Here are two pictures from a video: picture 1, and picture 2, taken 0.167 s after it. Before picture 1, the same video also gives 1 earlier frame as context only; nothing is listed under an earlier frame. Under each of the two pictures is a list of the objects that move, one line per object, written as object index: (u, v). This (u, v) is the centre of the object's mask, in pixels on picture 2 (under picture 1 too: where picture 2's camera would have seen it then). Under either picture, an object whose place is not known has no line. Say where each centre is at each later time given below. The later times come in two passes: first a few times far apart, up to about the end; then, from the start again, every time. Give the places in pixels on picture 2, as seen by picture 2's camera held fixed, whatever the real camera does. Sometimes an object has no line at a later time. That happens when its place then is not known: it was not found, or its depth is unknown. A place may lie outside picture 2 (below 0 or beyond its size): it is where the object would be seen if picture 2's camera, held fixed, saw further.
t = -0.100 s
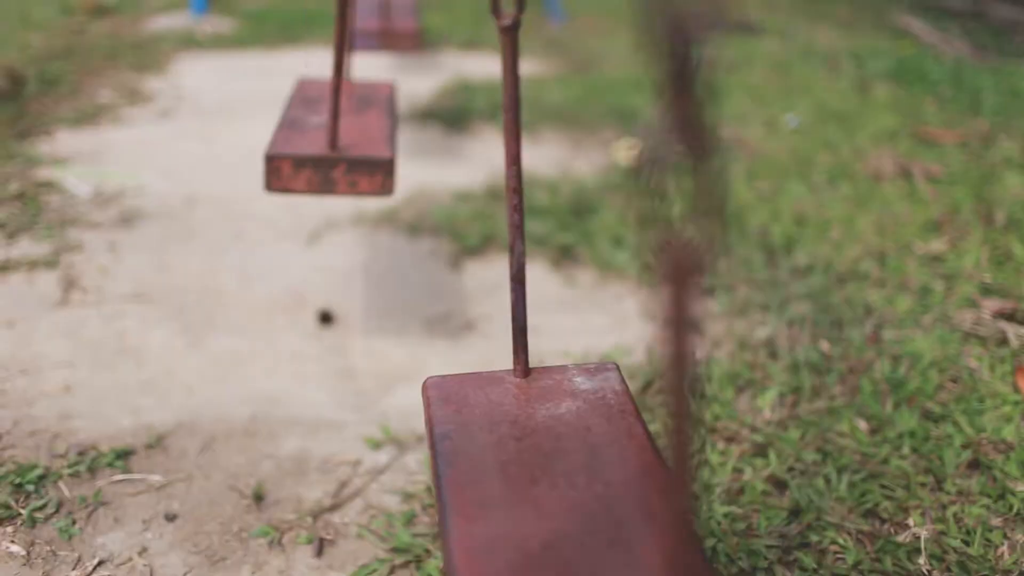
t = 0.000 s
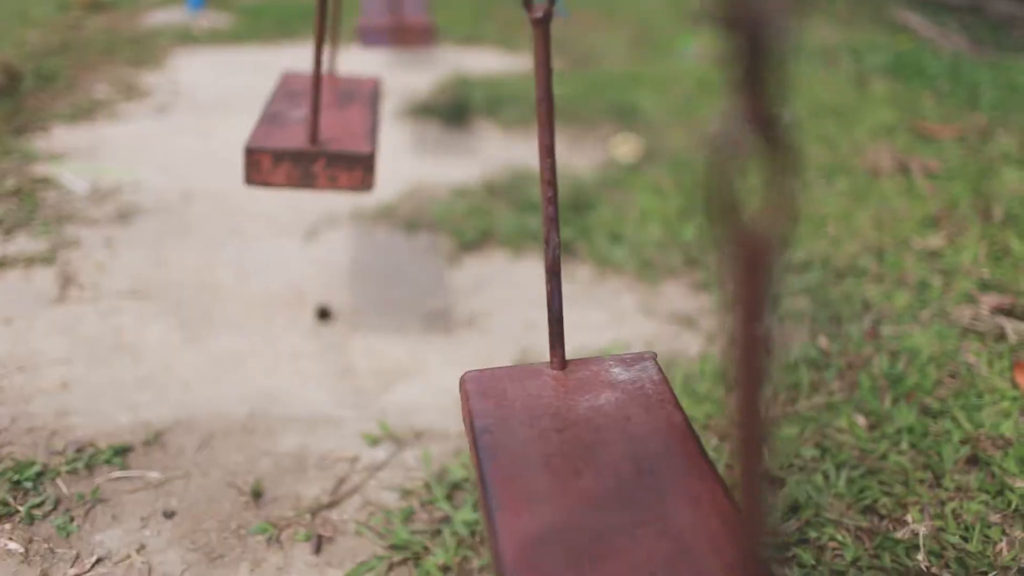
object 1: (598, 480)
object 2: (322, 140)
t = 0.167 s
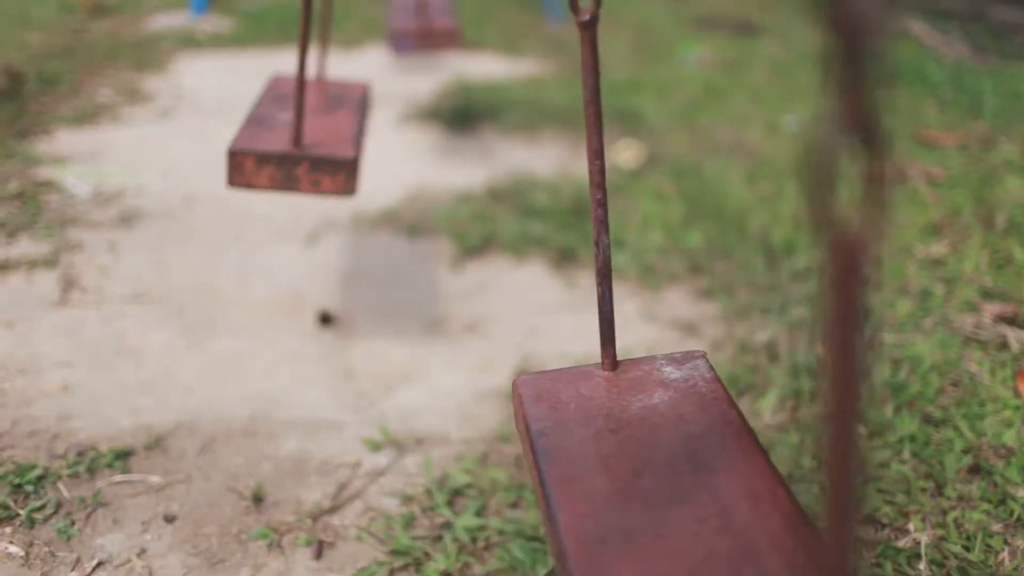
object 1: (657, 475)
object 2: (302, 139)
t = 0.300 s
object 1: (685, 471)
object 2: (298, 138)
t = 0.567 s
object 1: (673, 466)
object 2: (312, 140)
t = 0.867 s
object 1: (578, 474)
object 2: (366, 143)
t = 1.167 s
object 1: (413, 475)
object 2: (438, 143)
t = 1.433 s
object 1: (294, 479)
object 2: (476, 142)
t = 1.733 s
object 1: (185, 472)
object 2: (501, 139)
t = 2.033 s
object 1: (180, 471)
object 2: (486, 140)
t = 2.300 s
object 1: (283, 470)
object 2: (444, 144)
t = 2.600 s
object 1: (408, 478)
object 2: (380, 147)
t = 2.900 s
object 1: (565, 473)
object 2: (327, 142)
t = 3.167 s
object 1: (662, 470)
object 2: (300, 140)
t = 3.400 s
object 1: (685, 469)
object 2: (304, 140)
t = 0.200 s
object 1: (665, 474)
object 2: (301, 139)
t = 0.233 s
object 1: (673, 473)
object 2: (299, 139)
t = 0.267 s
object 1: (680, 472)
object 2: (299, 138)
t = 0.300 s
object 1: (685, 471)
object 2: (298, 138)
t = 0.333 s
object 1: (687, 470)
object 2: (297, 138)
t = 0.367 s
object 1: (688, 468)
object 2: (298, 138)
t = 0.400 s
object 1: (688, 466)
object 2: (299, 138)
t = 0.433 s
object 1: (687, 467)
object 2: (301, 138)
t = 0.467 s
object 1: (686, 467)
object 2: (303, 139)
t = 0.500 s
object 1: (683, 467)
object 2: (305, 139)
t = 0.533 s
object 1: (678, 467)
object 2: (309, 140)
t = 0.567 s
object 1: (673, 466)
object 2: (312, 140)
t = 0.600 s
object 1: (667, 467)
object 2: (316, 141)
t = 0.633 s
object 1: (659, 469)
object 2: (321, 142)
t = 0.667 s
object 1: (649, 470)
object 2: (326, 142)
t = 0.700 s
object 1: (639, 471)
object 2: (332, 143)
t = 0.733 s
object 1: (629, 472)
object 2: (338, 143)
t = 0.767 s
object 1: (617, 472)
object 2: (345, 143)
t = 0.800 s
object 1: (605, 473)
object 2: (352, 143)
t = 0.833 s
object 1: (587, 471)
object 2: (359, 143)
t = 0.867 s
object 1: (578, 474)
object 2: (366, 143)
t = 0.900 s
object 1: (562, 475)
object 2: (373, 144)
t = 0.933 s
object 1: (547, 476)
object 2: (380, 145)
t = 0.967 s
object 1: (530, 476)
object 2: (388, 144)
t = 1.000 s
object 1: (512, 477)
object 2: (387, 146)
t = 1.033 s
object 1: (468, 470)
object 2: (394, 145)
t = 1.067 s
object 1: (477, 477)
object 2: (402, 143)
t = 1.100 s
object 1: (446, 478)
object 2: (398, 143)
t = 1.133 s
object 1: (428, 478)
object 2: (415, 145)
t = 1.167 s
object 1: (413, 475)
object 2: (438, 143)
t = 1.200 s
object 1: (397, 476)
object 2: (442, 147)
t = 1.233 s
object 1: (382, 478)
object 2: (456, 145)
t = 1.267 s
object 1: (354, 478)
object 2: (453, 144)
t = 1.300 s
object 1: (362, 479)
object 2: (451, 142)
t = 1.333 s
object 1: (333, 479)
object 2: (461, 142)
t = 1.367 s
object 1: (320, 478)
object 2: (466, 142)
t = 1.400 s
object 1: (307, 477)
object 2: (471, 142)
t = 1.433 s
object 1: (294, 479)
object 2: (476, 142)
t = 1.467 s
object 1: (299, 473)
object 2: (480, 141)
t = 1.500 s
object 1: (279, 472)
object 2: (485, 141)
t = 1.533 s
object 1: (263, 470)
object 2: (488, 140)
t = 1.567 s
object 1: (242, 469)
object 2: (492, 140)
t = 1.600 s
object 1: (228, 470)
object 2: (495, 140)
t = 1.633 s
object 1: (215, 471)
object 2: (497, 139)
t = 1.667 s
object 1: (203, 471)
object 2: (499, 139)
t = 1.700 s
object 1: (193, 472)
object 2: (500, 139)
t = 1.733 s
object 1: (185, 472)
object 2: (501, 139)
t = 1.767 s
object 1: (178, 472)
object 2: (501, 139)
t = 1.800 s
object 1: (173, 472)
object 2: (501, 139)
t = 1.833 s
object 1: (169, 471)
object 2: (500, 139)
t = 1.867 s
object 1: (167, 471)
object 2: (499, 139)
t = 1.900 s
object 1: (167, 471)
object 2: (498, 139)
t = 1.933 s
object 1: (167, 472)
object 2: (496, 140)
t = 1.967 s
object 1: (169, 472)
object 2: (493, 140)
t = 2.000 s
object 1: (173, 471)
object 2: (490, 140)
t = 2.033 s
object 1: (180, 471)
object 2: (486, 140)
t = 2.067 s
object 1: (187, 471)
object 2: (483, 141)
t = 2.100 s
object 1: (195, 471)
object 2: (478, 141)
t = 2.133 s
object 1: (206, 471)
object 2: (473, 141)
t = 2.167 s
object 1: (217, 470)
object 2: (468, 142)
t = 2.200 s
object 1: (231, 470)
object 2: (463, 142)
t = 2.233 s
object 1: (245, 470)
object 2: (456, 142)
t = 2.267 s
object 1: (264, 470)
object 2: (449, 143)
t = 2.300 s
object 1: (283, 470)
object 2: (444, 144)
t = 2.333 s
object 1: (305, 471)
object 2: (436, 143)
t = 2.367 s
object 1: (298, 478)
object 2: (430, 144)
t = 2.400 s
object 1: (312, 477)
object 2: (423, 144)
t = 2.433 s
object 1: (326, 478)
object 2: (415, 144)
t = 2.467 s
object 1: (339, 478)
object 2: (408, 144)
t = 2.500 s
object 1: (369, 477)
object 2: (414, 144)
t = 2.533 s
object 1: (361, 473)
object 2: (394, 145)
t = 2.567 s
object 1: (387, 477)
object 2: (378, 145)
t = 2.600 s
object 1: (408, 478)
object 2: (380, 147)
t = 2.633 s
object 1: (427, 477)
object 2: (359, 147)
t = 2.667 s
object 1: (445, 477)
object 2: (362, 144)
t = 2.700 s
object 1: (433, 472)
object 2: (366, 144)
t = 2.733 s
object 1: (481, 476)
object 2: (359, 143)
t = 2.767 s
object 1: (498, 475)
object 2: (352, 145)
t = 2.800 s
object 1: (516, 474)
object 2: (345, 143)
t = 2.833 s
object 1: (533, 474)
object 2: (339, 143)
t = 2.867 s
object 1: (550, 474)
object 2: (333, 142)
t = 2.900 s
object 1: (565, 473)
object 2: (327, 142)
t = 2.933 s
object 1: (580, 472)
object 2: (322, 141)
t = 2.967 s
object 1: (593, 471)
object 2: (317, 141)
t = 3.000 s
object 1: (607, 471)
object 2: (313, 141)
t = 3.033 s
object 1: (620, 471)
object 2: (309, 141)
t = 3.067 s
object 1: (632, 470)
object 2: (306, 140)
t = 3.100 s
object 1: (643, 470)
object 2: (303, 140)
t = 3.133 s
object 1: (652, 470)
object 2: (301, 140)
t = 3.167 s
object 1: (662, 470)
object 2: (300, 140)
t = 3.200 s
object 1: (668, 470)
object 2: (299, 139)
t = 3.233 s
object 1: (674, 469)
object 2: (298, 139)
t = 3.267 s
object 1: (679, 469)
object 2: (298, 140)
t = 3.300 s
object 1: (682, 469)
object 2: (299, 140)
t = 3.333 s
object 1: (684, 469)
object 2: (300, 140)
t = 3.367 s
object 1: (685, 469)
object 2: (302, 140)
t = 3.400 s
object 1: (685, 469)
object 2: (304, 140)
